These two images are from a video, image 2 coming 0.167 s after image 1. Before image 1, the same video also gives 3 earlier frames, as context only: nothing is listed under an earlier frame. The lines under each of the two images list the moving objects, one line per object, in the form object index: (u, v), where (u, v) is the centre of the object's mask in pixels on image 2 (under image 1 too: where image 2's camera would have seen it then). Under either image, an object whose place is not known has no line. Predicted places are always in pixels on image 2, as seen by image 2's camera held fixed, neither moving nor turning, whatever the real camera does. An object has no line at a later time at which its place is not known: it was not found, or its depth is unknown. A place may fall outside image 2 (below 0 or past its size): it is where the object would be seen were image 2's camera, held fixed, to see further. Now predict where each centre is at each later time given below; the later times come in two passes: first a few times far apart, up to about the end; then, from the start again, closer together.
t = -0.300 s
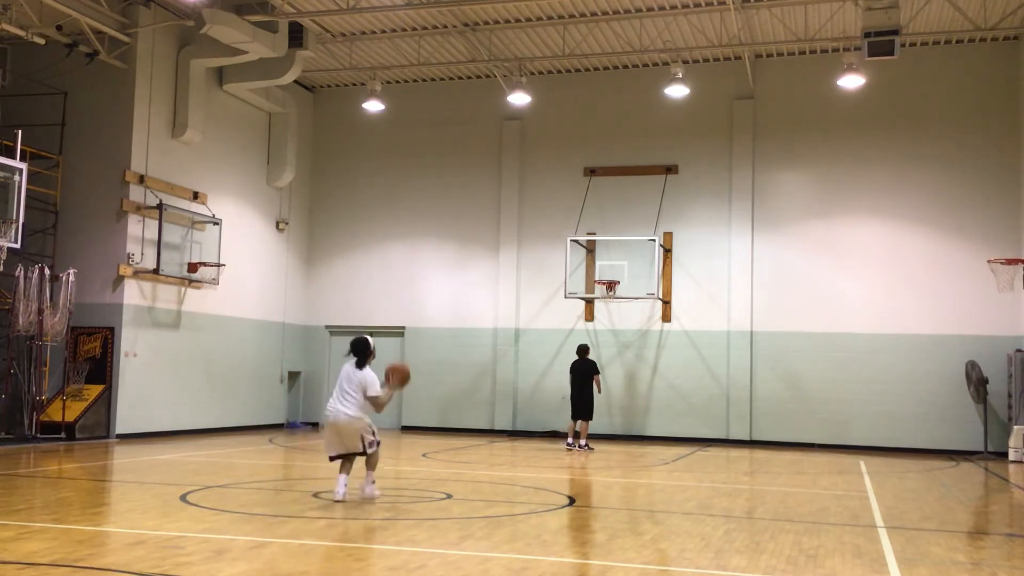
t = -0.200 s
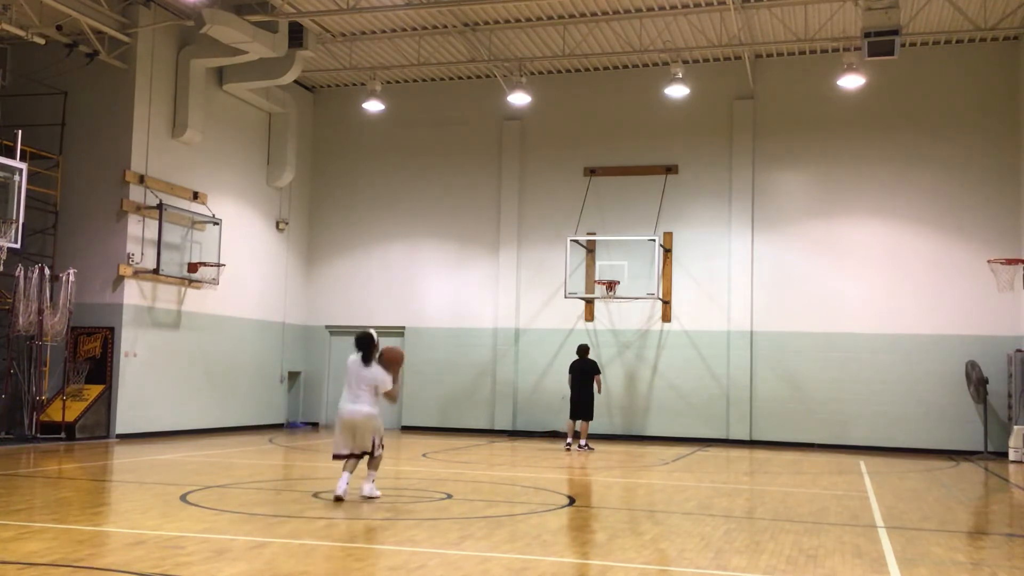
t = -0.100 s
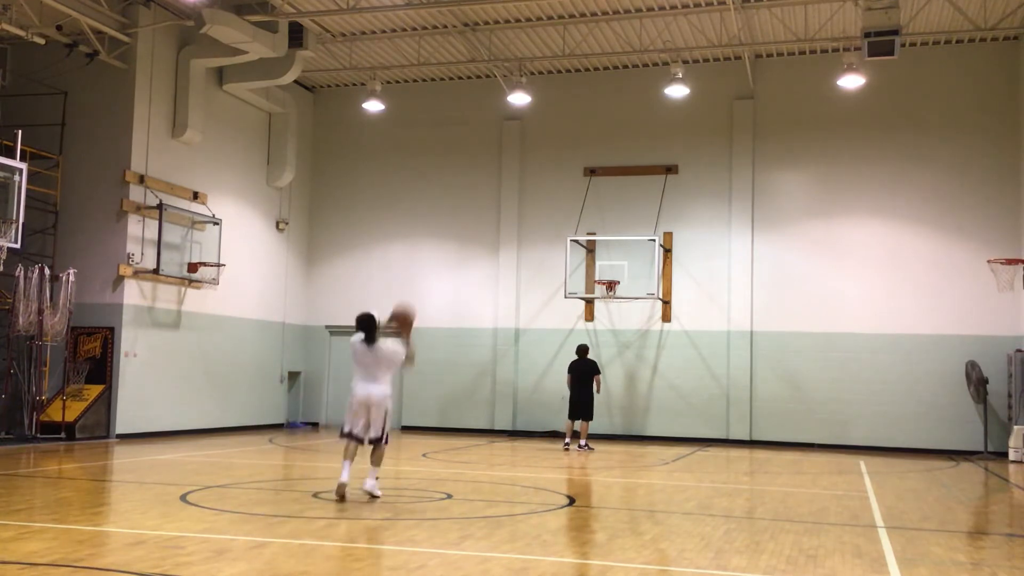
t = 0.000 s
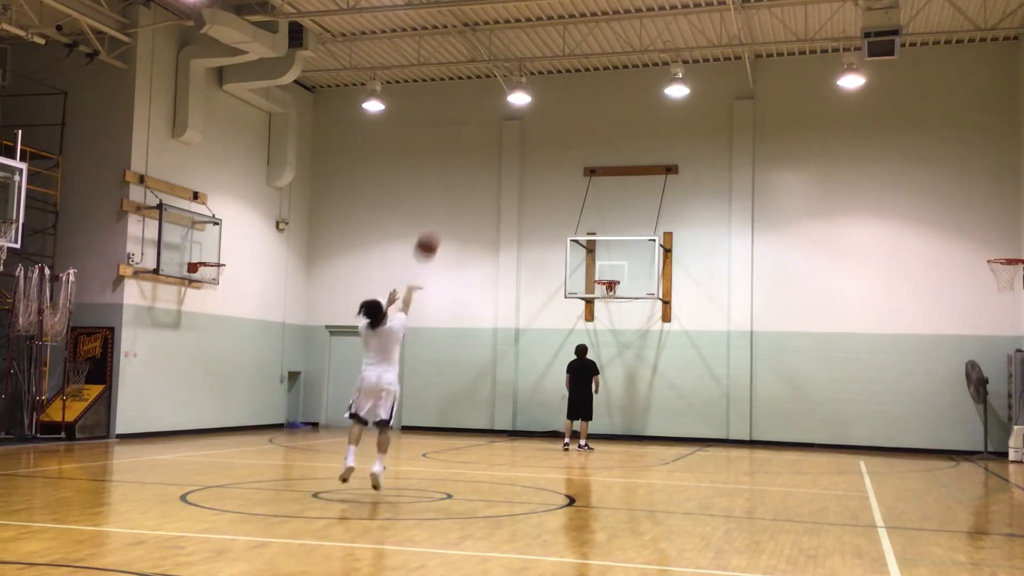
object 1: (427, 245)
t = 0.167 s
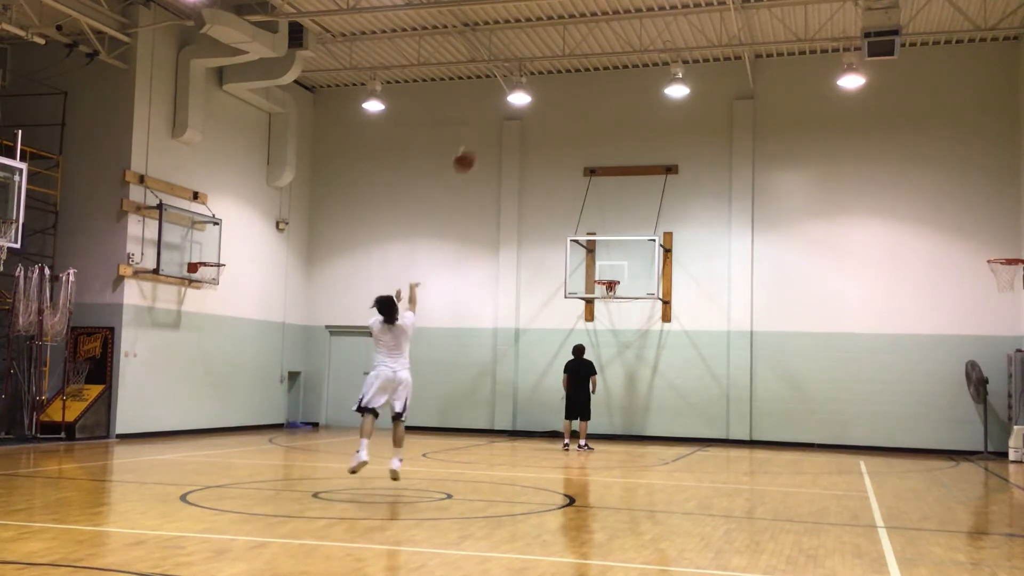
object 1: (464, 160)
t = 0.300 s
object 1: (489, 118)
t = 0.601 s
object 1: (533, 88)
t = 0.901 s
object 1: (562, 119)
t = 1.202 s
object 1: (586, 191)
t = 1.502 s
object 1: (606, 291)
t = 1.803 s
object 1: (646, 375)
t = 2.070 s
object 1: (677, 412)
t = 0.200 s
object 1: (471, 148)
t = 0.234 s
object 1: (477, 136)
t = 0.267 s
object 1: (483, 127)
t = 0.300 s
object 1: (489, 118)
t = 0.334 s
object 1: (494, 111)
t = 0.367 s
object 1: (499, 105)
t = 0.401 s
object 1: (504, 100)
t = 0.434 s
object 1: (509, 97)
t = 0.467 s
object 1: (514, 93)
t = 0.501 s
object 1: (518, 90)
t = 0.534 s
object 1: (523, 88)
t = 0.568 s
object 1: (531, 88)
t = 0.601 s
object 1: (533, 88)
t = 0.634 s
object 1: (536, 90)
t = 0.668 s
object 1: (539, 91)
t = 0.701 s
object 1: (543, 94)
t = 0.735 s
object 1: (546, 96)
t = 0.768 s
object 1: (550, 100)
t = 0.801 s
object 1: (553, 104)
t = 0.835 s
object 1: (556, 108)
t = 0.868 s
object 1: (559, 114)
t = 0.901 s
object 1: (562, 119)
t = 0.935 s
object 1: (565, 126)
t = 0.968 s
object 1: (568, 132)
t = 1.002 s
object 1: (571, 140)
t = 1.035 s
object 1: (573, 147)
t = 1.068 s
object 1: (576, 155)
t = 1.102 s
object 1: (579, 164)
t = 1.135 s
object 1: (582, 172)
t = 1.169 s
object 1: (584, 182)
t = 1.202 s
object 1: (586, 191)
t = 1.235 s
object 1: (588, 201)
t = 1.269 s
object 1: (590, 212)
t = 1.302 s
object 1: (592, 223)
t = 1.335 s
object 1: (594, 233)
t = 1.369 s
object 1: (597, 245)
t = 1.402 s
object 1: (600, 255)
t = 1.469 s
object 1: (602, 277)
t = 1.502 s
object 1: (606, 291)
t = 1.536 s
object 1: (610, 296)
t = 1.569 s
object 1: (615, 306)
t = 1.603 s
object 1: (619, 314)
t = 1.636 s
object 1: (624, 323)
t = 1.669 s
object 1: (628, 332)
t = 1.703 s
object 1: (633, 342)
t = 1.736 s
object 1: (637, 353)
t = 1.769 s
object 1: (641, 364)
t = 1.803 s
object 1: (646, 375)
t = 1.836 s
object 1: (650, 387)
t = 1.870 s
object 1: (654, 400)
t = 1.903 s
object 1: (658, 413)
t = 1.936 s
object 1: (663, 427)
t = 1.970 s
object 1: (667, 440)
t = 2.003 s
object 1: (671, 430)
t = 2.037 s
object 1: (674, 421)
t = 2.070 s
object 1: (677, 412)
